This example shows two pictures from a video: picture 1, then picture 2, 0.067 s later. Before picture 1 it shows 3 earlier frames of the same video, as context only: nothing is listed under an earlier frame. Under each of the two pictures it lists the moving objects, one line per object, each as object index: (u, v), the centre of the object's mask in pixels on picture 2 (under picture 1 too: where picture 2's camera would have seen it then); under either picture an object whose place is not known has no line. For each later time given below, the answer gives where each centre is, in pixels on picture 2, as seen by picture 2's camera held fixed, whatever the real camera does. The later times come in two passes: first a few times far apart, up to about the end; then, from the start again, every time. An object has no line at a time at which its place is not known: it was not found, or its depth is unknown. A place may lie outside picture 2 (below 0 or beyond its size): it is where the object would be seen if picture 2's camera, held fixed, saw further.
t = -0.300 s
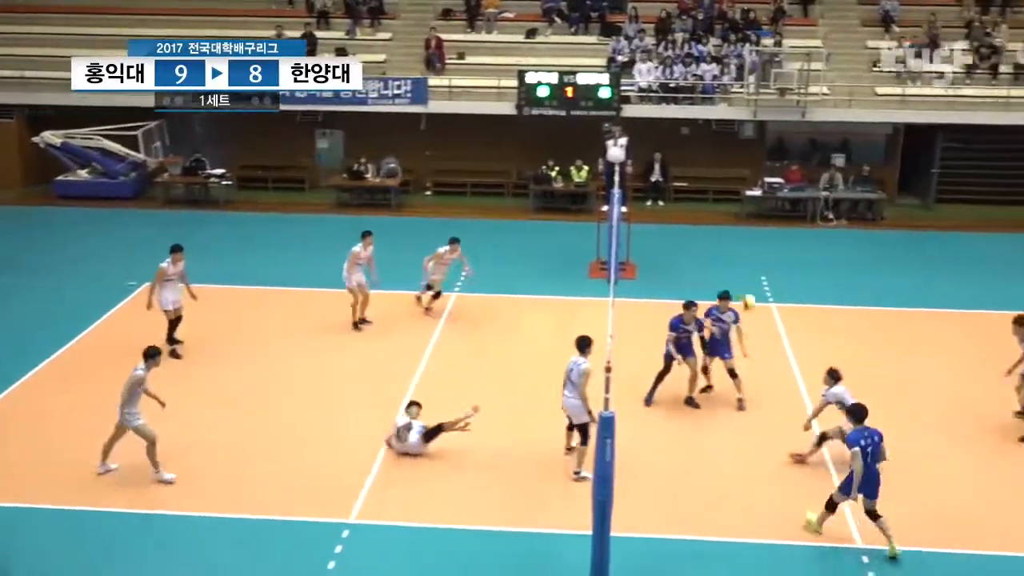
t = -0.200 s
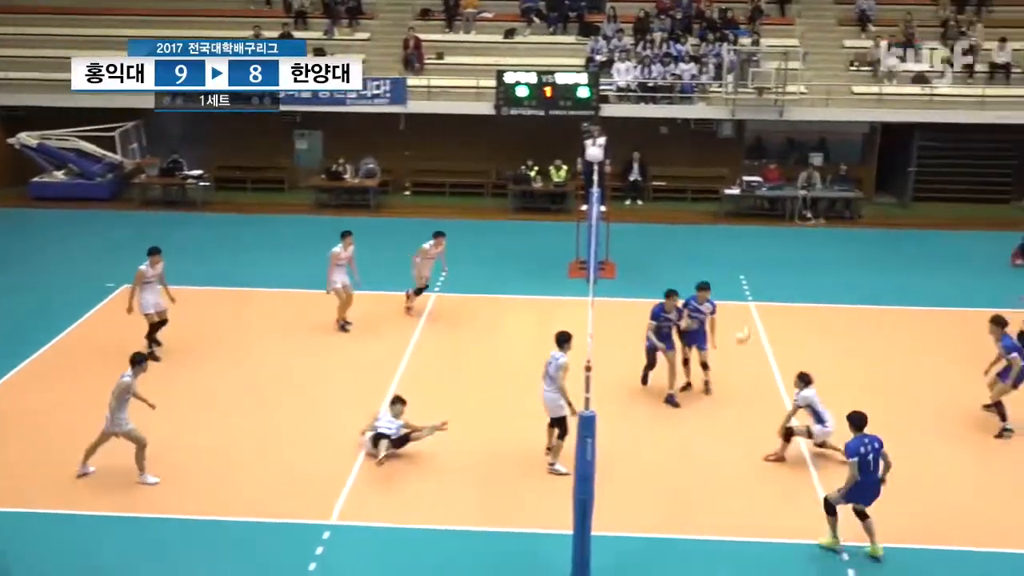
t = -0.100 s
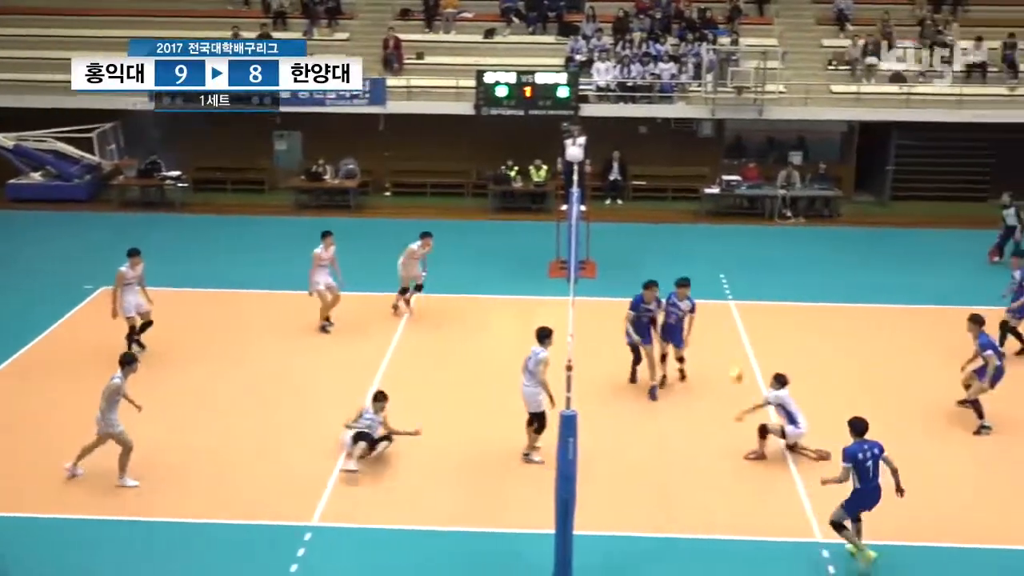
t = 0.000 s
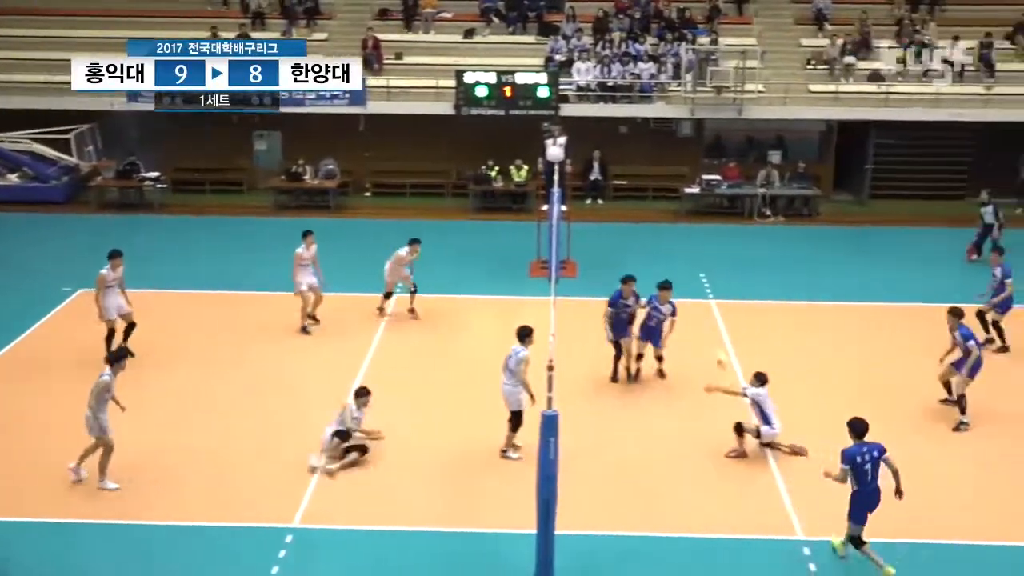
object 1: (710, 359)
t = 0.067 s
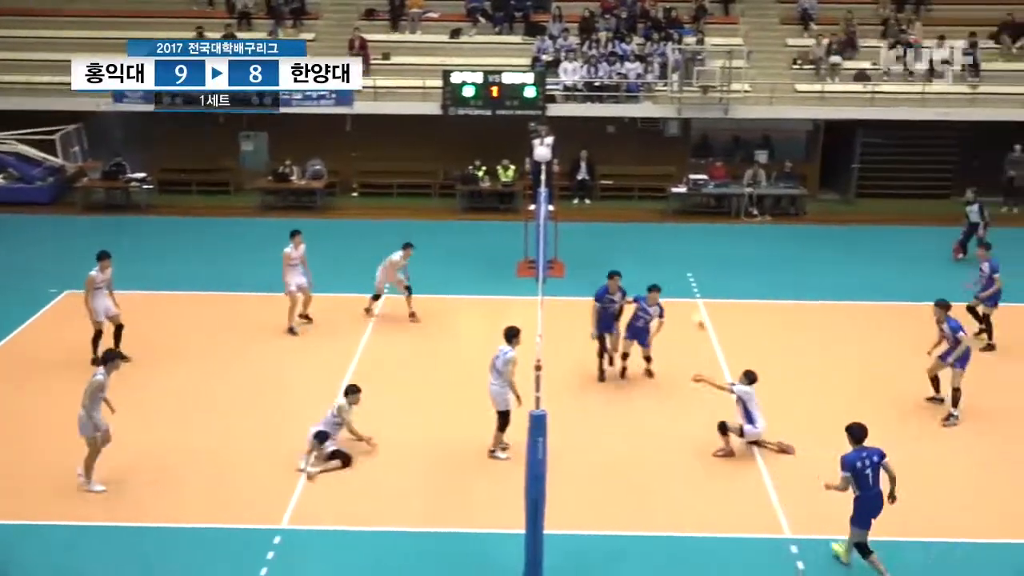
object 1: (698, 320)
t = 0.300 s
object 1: (675, 223)
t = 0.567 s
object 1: (649, 163)
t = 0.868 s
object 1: (618, 156)
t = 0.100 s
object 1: (698, 305)
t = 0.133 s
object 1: (694, 288)
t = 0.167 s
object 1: (689, 273)
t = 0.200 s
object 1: (686, 260)
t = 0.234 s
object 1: (682, 246)
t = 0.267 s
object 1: (679, 234)
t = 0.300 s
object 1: (675, 223)
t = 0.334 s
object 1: (673, 213)
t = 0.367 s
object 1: (669, 204)
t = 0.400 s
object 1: (666, 196)
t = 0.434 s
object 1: (663, 186)
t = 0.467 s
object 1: (660, 179)
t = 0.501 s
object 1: (657, 173)
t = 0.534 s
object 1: (653, 167)
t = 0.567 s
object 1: (649, 163)
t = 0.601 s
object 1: (647, 159)
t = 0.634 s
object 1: (642, 156)
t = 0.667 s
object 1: (639, 154)
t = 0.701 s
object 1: (635, 152)
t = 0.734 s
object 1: (632, 151)
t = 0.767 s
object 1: (628, 152)
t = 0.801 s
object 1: (625, 153)
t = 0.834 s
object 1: (621, 154)
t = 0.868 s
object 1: (618, 156)
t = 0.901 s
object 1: (614, 159)
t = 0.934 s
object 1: (611, 163)
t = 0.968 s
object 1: (608, 168)
